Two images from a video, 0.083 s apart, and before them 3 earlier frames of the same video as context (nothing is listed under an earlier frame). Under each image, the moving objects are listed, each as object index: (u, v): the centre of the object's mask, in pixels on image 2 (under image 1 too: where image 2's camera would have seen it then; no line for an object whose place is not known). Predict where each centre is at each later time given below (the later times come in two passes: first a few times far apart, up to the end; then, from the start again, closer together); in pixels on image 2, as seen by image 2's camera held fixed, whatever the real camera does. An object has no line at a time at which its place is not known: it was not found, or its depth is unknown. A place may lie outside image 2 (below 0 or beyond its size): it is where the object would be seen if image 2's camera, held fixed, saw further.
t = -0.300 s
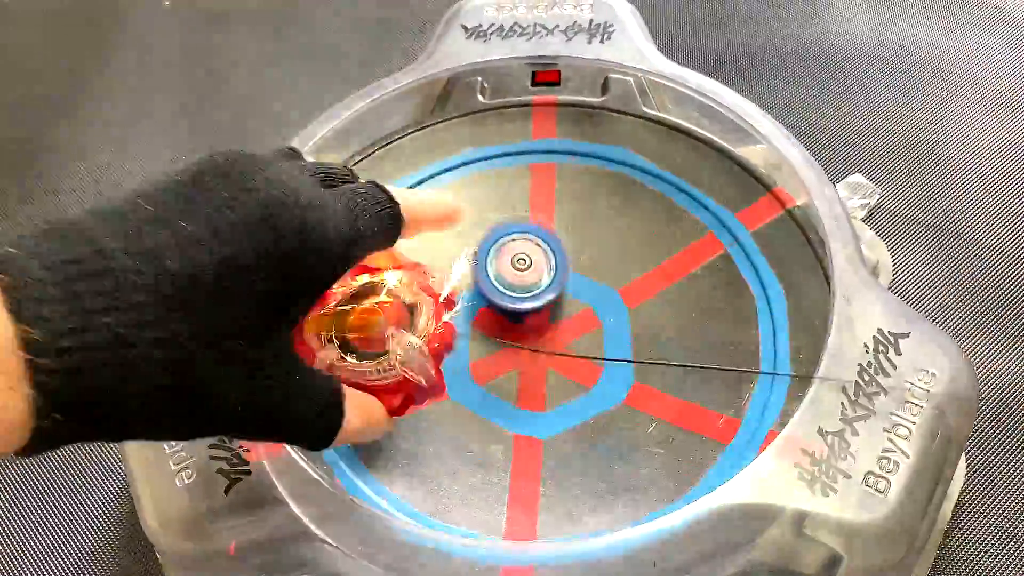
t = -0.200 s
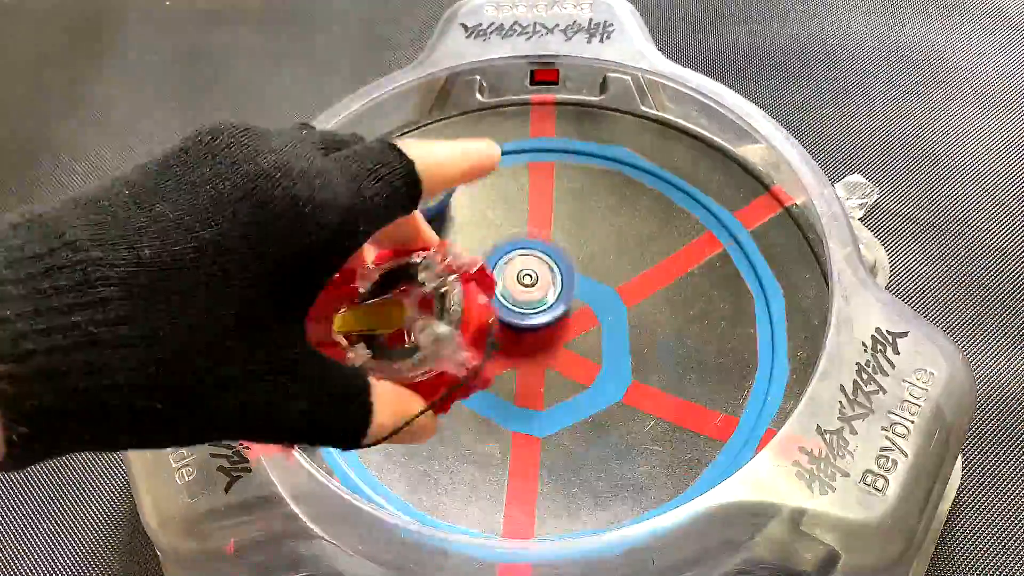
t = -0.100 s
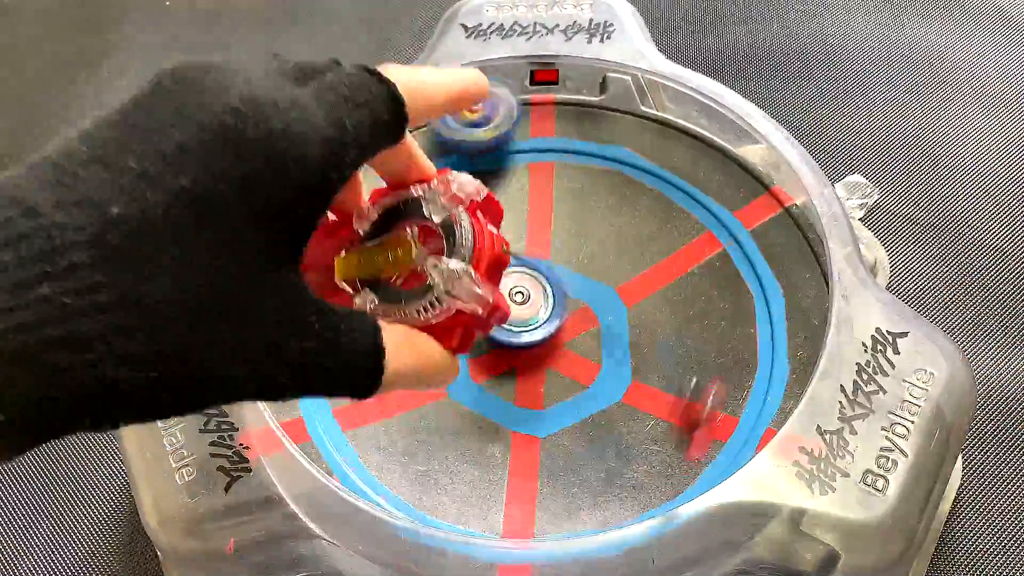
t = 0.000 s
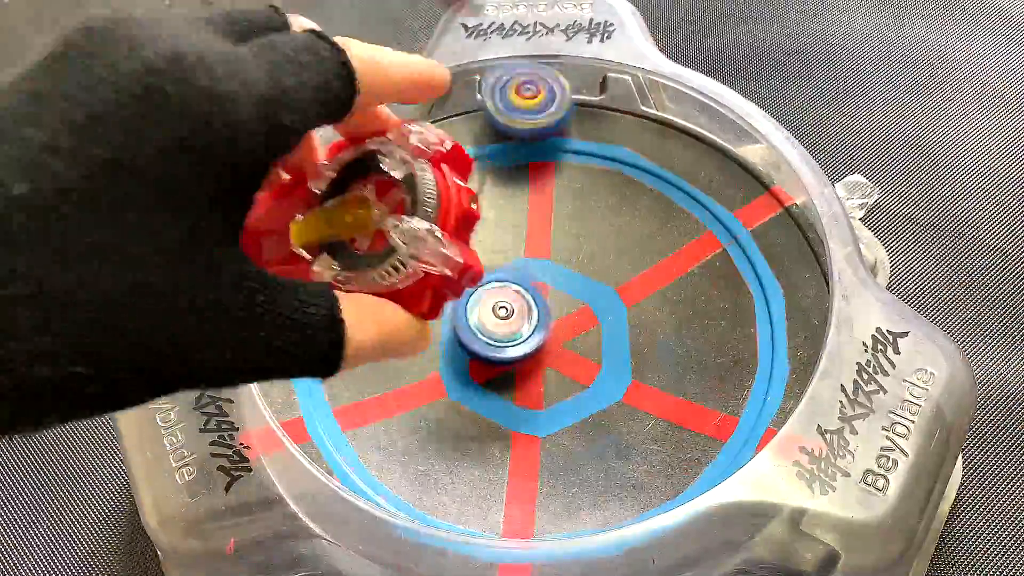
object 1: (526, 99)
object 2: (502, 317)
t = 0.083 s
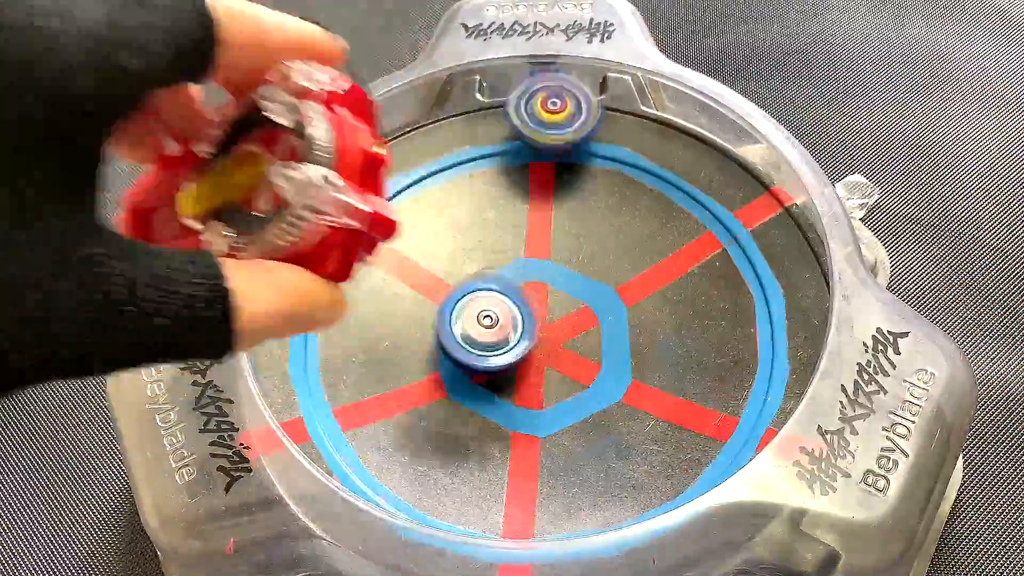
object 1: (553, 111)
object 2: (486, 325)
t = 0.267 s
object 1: (556, 203)
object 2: (460, 338)
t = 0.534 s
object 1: (566, 322)
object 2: (447, 352)
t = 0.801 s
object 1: (680, 299)
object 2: (469, 355)
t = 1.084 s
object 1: (547, 268)
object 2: (522, 371)
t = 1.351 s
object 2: (555, 448)
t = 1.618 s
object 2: (612, 389)
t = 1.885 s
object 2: (743, 271)
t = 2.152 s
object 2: (760, 228)
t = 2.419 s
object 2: (642, 277)
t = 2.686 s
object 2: (593, 95)
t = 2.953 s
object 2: (558, 75)
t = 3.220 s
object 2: (553, 74)
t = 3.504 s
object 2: (554, 74)
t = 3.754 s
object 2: (580, 77)
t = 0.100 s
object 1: (556, 116)
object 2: (483, 327)
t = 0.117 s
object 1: (559, 121)
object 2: (481, 328)
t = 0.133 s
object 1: (562, 127)
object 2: (477, 330)
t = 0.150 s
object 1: (563, 135)
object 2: (474, 332)
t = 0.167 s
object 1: (564, 145)
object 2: (471, 333)
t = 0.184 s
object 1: (565, 155)
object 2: (470, 334)
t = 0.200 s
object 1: (565, 163)
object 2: (467, 334)
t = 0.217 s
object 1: (564, 173)
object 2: (466, 335)
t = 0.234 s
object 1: (561, 183)
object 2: (464, 335)
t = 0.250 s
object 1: (559, 193)
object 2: (462, 336)
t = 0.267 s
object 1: (556, 203)
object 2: (460, 338)
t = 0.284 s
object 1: (555, 213)
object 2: (458, 340)
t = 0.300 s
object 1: (554, 220)
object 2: (457, 341)
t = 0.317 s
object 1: (549, 232)
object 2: (455, 342)
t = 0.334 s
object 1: (549, 239)
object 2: (454, 343)
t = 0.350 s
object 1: (548, 248)
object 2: (453, 344)
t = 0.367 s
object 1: (546, 256)
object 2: (452, 345)
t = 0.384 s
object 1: (544, 264)
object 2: (450, 345)
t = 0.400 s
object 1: (543, 273)
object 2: (450, 346)
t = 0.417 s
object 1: (542, 283)
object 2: (449, 347)
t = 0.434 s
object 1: (544, 288)
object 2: (448, 348)
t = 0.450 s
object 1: (544, 293)
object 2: (448, 349)
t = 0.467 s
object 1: (547, 302)
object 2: (448, 349)
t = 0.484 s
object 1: (552, 309)
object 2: (447, 350)
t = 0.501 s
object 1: (556, 313)
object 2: (447, 351)
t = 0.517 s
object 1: (563, 319)
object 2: (447, 352)
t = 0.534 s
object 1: (566, 322)
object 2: (447, 352)
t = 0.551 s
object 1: (571, 327)
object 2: (447, 352)
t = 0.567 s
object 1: (580, 330)
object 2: (448, 352)
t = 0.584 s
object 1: (589, 333)
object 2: (448, 352)
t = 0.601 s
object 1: (595, 333)
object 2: (449, 353)
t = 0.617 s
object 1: (603, 336)
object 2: (450, 352)
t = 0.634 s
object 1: (613, 338)
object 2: (452, 352)
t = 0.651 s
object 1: (622, 336)
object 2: (453, 353)
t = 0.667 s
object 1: (630, 335)
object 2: (454, 353)
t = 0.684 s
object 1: (637, 333)
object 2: (456, 353)
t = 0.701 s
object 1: (646, 332)
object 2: (458, 353)
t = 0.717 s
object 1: (655, 327)
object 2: (459, 353)
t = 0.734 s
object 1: (661, 323)
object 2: (461, 353)
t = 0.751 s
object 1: (666, 319)
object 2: (462, 353)
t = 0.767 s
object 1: (672, 314)
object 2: (465, 353)
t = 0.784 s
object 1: (677, 307)
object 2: (467, 354)
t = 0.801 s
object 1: (680, 299)
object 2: (469, 355)
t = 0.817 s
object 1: (680, 292)
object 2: (472, 356)
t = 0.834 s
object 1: (682, 286)
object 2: (475, 357)
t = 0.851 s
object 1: (681, 278)
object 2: (477, 358)
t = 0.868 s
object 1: (677, 270)
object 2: (480, 359)
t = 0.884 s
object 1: (670, 266)
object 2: (484, 361)
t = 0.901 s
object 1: (665, 259)
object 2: (487, 362)
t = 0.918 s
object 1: (657, 253)
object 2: (490, 364)
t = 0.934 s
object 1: (649, 249)
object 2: (492, 365)
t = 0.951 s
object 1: (639, 247)
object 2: (496, 367)
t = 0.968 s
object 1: (627, 245)
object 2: (499, 367)
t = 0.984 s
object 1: (617, 243)
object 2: (502, 369)
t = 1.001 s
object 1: (605, 245)
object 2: (505, 370)
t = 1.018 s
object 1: (594, 249)
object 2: (508, 371)
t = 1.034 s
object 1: (582, 252)
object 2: (511, 372)
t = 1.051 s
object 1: (571, 256)
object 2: (516, 372)
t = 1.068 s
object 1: (559, 261)
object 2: (518, 374)
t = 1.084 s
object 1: (547, 268)
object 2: (522, 371)
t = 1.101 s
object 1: (537, 275)
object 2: (522, 371)
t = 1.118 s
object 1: (528, 280)
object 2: (524, 373)
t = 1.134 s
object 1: (517, 276)
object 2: (529, 383)
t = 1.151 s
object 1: (505, 273)
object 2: (534, 397)
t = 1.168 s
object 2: (539, 407)
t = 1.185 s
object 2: (544, 415)
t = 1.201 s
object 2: (549, 423)
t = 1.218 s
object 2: (554, 429)
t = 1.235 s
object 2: (556, 433)
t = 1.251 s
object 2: (559, 439)
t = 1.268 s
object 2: (560, 437)
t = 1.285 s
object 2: (559, 445)
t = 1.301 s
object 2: (559, 448)
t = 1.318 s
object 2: (559, 448)
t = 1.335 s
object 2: (557, 448)
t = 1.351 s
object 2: (555, 448)
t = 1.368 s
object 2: (552, 446)
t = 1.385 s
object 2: (548, 445)
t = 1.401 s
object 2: (545, 443)
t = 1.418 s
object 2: (541, 440)
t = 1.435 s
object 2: (538, 437)
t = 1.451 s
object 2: (534, 433)
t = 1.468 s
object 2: (531, 429)
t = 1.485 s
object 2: (530, 418)
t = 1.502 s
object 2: (540, 421)
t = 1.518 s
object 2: (554, 419)
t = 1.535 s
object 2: (567, 415)
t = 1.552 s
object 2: (578, 411)
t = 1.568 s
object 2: (589, 405)
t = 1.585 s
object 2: (598, 400)
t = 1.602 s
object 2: (606, 394)
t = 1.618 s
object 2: (612, 389)
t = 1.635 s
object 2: (619, 385)
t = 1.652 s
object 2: (624, 379)
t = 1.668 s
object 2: (629, 373)
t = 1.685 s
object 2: (635, 366)
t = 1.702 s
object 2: (639, 360)
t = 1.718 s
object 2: (644, 354)
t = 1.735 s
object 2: (649, 348)
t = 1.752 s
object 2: (654, 342)
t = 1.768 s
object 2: (658, 336)
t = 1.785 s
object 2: (662, 330)
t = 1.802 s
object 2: (677, 319)
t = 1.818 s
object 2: (691, 309)
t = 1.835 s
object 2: (704, 298)
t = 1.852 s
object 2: (719, 288)
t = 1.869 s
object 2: (731, 279)
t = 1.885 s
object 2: (743, 271)
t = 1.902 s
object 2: (753, 262)
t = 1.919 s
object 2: (758, 255)
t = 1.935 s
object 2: (761, 250)
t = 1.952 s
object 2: (763, 249)
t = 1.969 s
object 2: (766, 245)
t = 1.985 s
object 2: (767, 241)
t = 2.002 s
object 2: (767, 238)
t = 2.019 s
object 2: (769, 238)
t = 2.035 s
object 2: (768, 235)
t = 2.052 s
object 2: (768, 235)
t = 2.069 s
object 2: (767, 232)
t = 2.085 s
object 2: (765, 230)
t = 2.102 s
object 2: (765, 229)
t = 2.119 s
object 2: (764, 230)
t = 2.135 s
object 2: (762, 228)
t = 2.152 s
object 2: (760, 228)
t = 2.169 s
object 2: (757, 229)
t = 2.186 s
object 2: (755, 228)
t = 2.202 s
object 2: (751, 230)
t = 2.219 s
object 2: (747, 232)
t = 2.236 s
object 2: (742, 233)
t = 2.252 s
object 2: (737, 236)
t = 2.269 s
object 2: (731, 240)
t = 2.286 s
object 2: (722, 243)
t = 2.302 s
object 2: (713, 247)
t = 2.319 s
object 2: (703, 251)
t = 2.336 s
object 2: (694, 256)
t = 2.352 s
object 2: (683, 260)
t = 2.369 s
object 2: (673, 264)
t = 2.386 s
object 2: (664, 268)
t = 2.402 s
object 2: (652, 273)
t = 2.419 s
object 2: (642, 277)
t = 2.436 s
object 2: (632, 282)
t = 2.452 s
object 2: (621, 287)
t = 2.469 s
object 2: (618, 274)
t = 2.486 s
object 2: (618, 248)
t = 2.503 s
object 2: (618, 231)
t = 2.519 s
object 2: (615, 205)
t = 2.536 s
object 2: (618, 184)
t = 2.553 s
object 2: (617, 164)
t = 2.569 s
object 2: (617, 148)
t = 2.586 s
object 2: (614, 133)
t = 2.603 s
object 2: (611, 122)
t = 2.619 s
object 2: (608, 115)
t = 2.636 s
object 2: (605, 109)
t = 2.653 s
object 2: (601, 105)
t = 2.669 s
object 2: (596, 97)
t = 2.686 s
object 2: (593, 95)
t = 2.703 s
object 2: (589, 92)
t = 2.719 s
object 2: (585, 89)
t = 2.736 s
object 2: (581, 86)
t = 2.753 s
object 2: (578, 85)
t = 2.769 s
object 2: (572, 80)
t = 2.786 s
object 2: (566, 77)
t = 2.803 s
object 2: (562, 73)
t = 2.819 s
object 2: (562, 73)
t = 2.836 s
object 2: (558, 73)
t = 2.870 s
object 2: (561, 76)
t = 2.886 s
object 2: (561, 75)
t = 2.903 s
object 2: (561, 75)
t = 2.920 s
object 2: (560, 76)
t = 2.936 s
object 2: (559, 75)
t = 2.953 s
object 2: (558, 75)
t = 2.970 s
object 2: (557, 75)
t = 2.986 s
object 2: (557, 74)
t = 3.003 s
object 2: (556, 74)
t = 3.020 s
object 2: (554, 76)
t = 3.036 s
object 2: (554, 75)
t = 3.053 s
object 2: (553, 75)
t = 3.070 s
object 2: (553, 74)
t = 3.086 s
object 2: (553, 74)
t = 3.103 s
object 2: (553, 74)
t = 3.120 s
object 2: (553, 75)
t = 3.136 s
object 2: (553, 75)
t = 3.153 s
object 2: (553, 75)
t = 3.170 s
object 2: (554, 75)
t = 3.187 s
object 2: (553, 75)
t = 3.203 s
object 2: (554, 74)
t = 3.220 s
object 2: (553, 74)
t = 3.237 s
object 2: (554, 75)
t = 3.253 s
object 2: (555, 75)
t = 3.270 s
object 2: (555, 75)
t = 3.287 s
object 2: (555, 73)
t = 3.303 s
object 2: (555, 73)
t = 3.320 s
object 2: (554, 74)
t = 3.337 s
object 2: (553, 74)
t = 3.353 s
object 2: (553, 75)
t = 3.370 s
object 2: (553, 76)
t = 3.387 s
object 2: (553, 74)
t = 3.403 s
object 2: (553, 75)
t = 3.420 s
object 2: (552, 75)
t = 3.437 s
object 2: (552, 74)
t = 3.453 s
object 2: (552, 74)
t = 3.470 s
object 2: (552, 75)
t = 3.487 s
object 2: (553, 75)
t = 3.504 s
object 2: (554, 74)
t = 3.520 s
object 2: (554, 75)
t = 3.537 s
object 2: (556, 76)
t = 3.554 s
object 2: (556, 76)
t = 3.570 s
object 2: (559, 76)
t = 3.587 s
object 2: (561, 76)
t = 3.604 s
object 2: (561, 76)
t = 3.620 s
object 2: (563, 76)
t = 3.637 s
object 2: (565, 76)
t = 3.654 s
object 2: (566, 77)
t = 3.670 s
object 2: (569, 76)
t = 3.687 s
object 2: (570, 77)
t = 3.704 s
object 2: (573, 77)
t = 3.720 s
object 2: (576, 77)
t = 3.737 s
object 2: (578, 76)
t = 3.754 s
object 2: (580, 77)
